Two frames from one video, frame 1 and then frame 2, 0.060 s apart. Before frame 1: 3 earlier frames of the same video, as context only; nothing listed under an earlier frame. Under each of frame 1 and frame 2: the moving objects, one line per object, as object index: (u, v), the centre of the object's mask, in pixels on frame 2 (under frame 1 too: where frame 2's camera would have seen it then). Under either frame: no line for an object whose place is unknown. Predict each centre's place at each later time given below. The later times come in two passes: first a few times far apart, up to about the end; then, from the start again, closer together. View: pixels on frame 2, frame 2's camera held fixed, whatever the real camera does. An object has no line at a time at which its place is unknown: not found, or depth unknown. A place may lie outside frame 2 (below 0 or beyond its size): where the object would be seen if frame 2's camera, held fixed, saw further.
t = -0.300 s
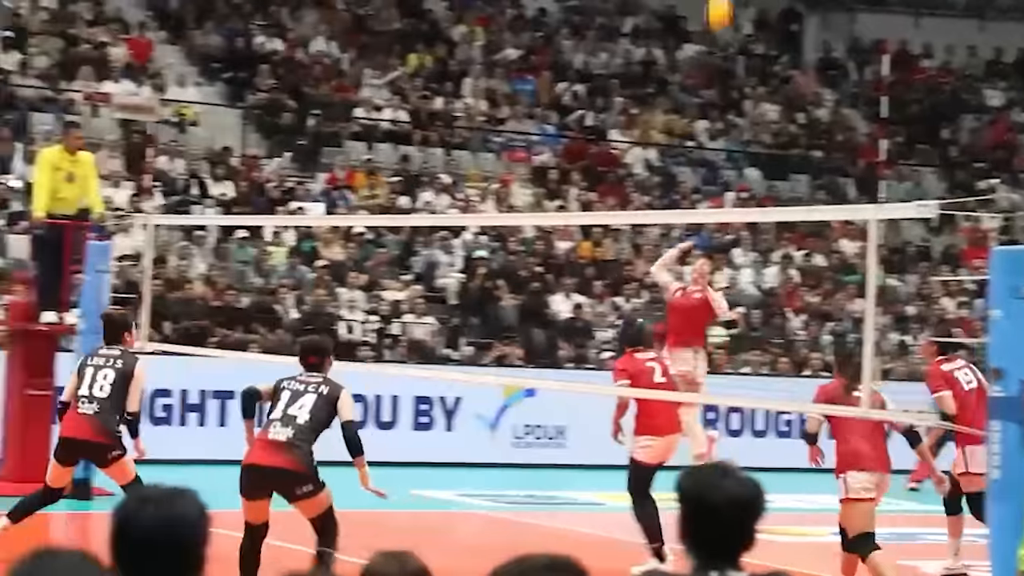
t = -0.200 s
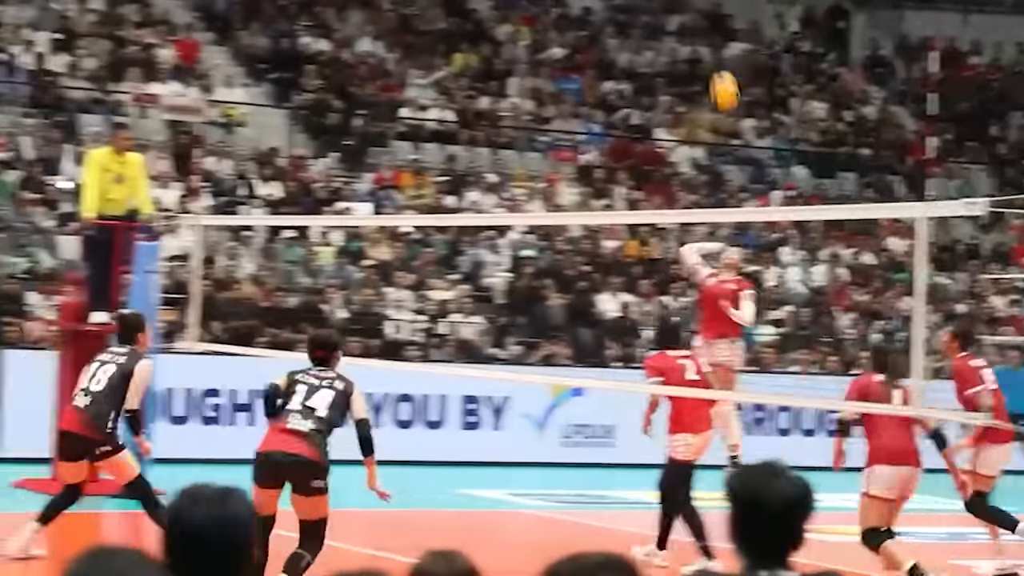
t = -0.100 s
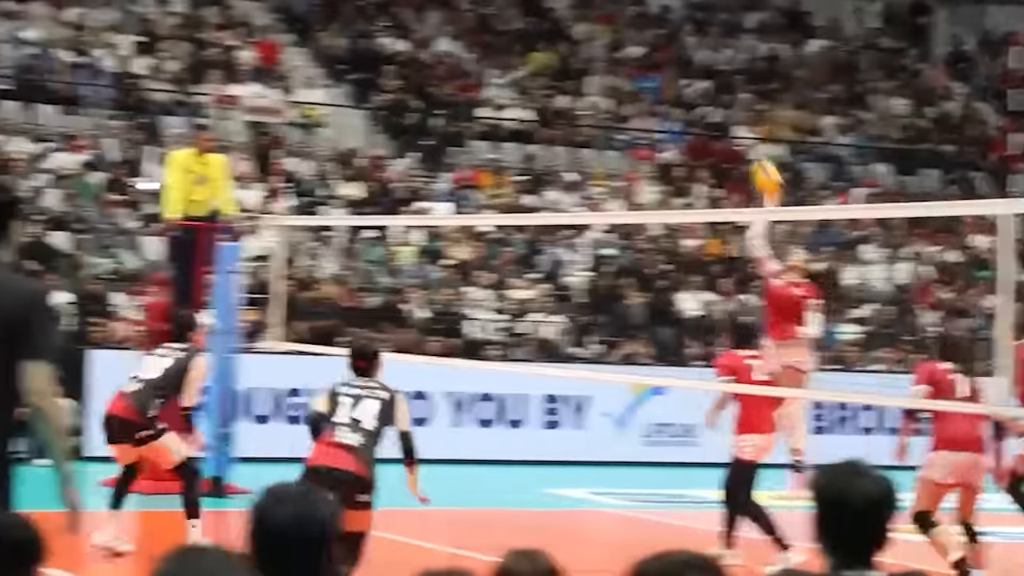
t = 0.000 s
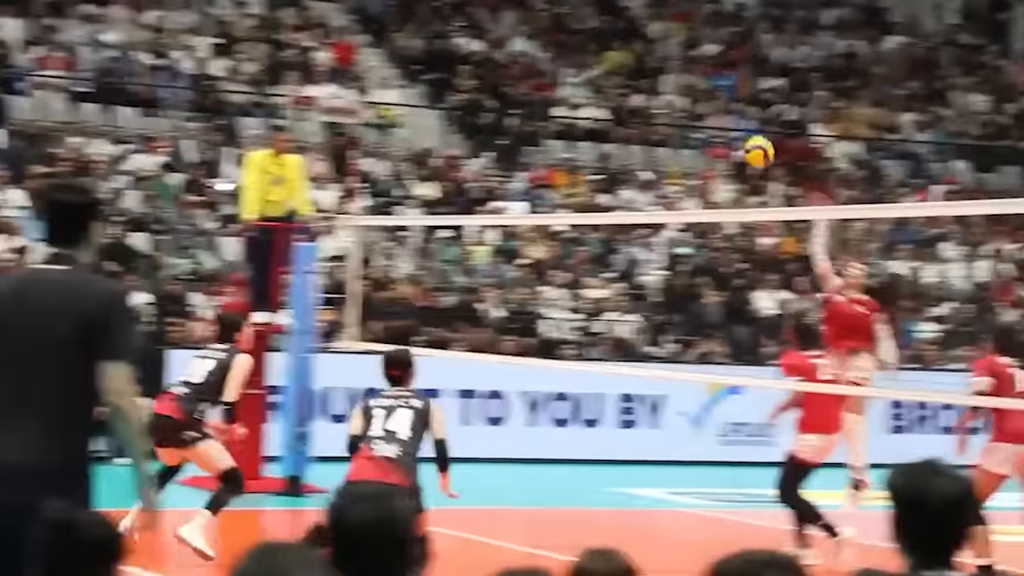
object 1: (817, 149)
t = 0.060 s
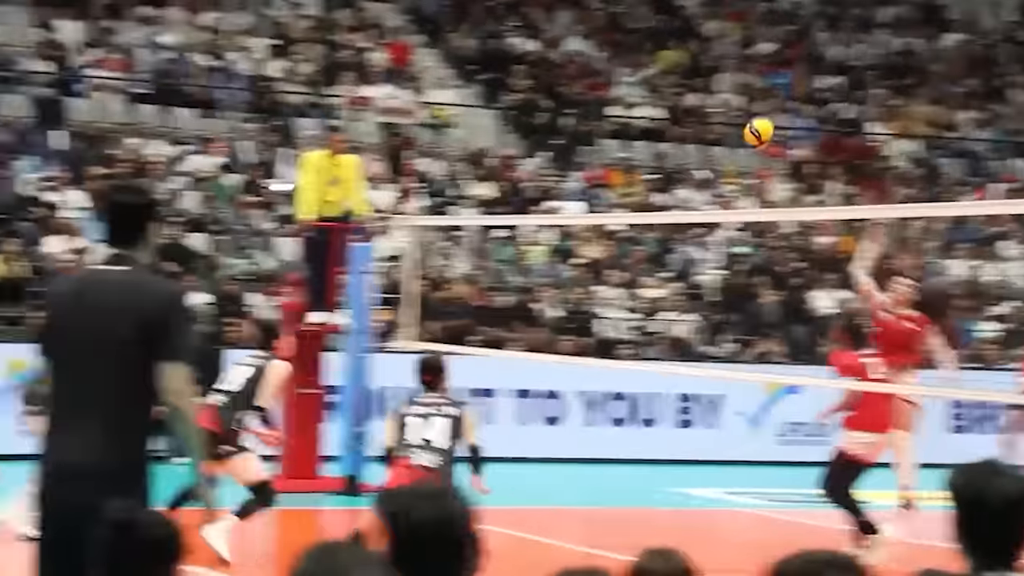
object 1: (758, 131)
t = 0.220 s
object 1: (597, 110)
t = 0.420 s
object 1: (375, 131)
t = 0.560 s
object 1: (193, 191)
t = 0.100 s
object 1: (720, 123)
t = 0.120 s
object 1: (700, 121)
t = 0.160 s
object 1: (661, 115)
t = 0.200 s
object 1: (619, 111)
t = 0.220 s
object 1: (597, 110)
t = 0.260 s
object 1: (555, 109)
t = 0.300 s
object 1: (512, 111)
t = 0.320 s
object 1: (491, 112)
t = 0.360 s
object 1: (445, 119)
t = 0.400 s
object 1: (397, 127)
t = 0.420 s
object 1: (375, 131)
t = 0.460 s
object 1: (327, 142)
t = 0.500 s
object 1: (274, 159)
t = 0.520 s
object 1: (248, 170)
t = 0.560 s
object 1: (193, 191)
